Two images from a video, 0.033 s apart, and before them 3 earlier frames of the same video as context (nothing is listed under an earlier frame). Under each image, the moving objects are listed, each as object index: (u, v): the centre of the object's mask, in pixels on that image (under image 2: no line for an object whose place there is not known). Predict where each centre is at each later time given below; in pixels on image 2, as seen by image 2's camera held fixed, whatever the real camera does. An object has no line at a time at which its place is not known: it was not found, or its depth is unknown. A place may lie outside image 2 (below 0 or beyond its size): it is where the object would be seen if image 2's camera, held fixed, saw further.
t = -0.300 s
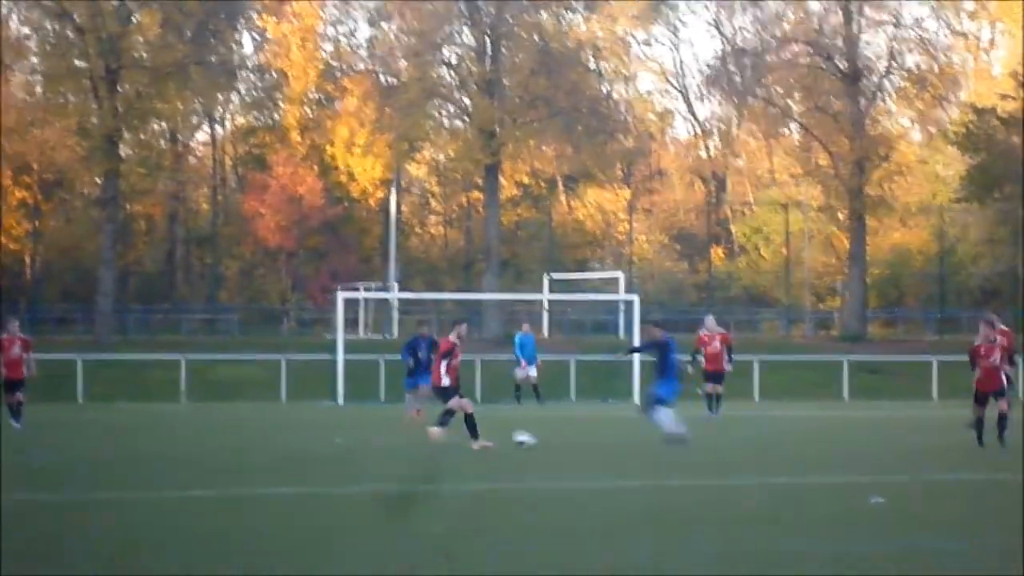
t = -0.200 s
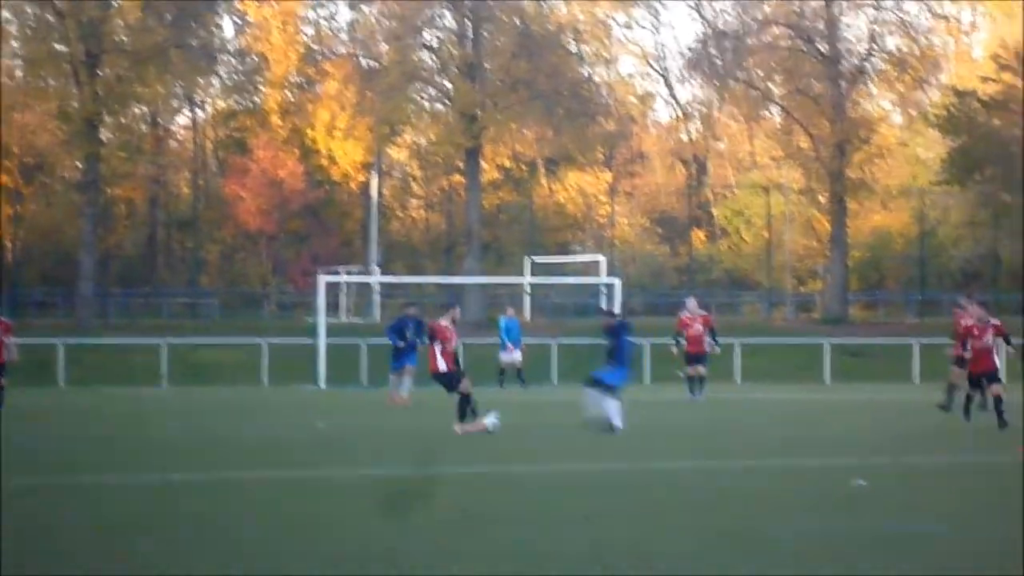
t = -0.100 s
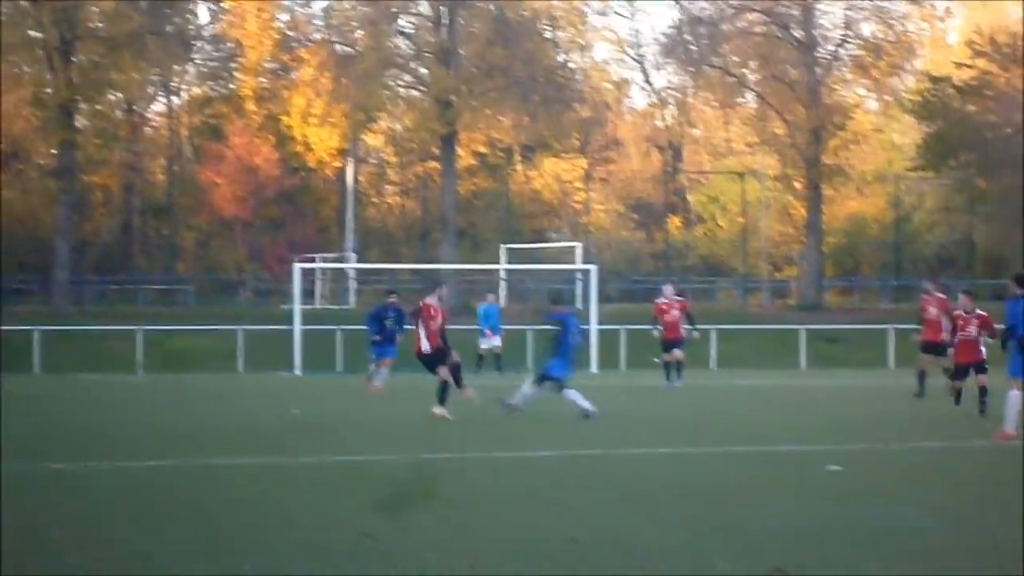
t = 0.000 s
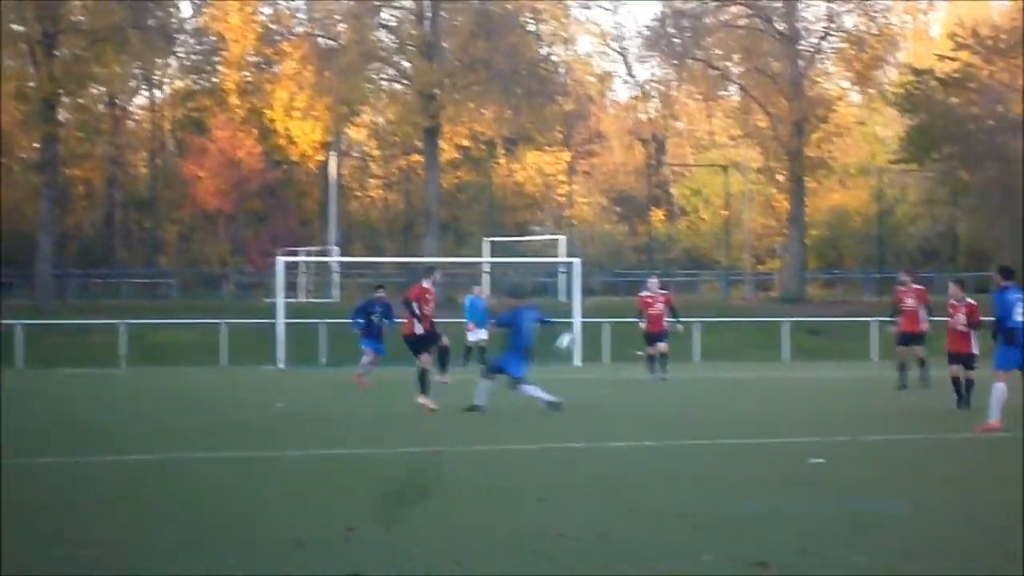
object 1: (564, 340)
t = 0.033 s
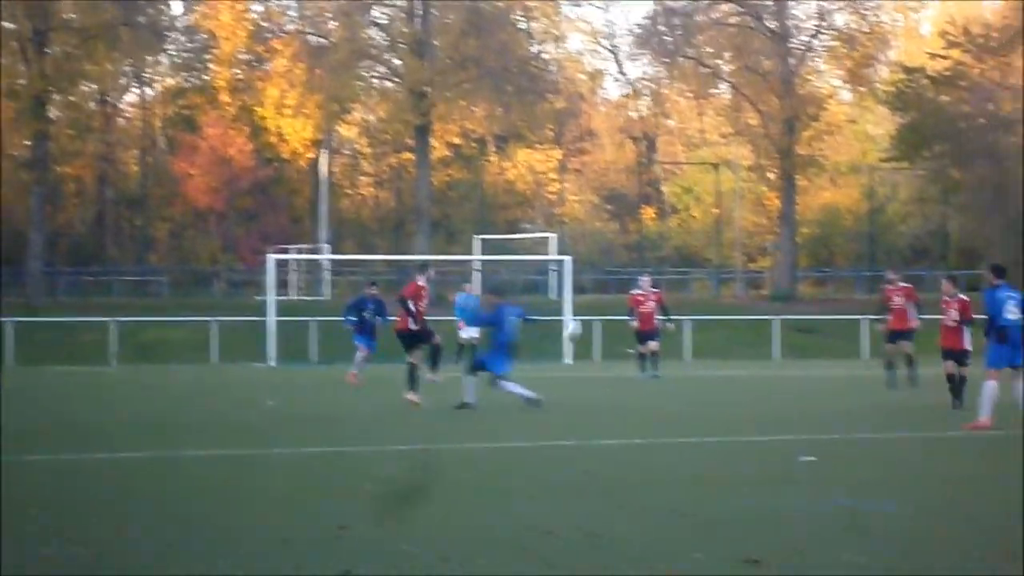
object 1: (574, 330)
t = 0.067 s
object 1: (588, 321)
